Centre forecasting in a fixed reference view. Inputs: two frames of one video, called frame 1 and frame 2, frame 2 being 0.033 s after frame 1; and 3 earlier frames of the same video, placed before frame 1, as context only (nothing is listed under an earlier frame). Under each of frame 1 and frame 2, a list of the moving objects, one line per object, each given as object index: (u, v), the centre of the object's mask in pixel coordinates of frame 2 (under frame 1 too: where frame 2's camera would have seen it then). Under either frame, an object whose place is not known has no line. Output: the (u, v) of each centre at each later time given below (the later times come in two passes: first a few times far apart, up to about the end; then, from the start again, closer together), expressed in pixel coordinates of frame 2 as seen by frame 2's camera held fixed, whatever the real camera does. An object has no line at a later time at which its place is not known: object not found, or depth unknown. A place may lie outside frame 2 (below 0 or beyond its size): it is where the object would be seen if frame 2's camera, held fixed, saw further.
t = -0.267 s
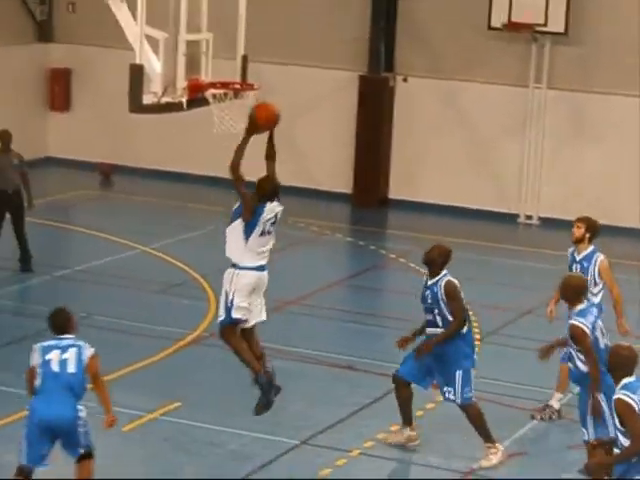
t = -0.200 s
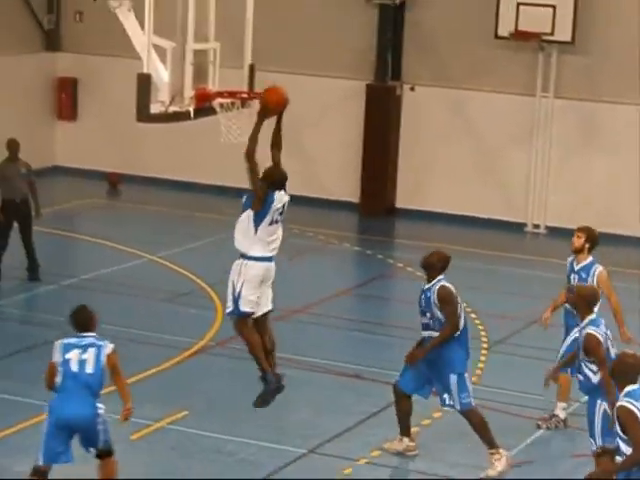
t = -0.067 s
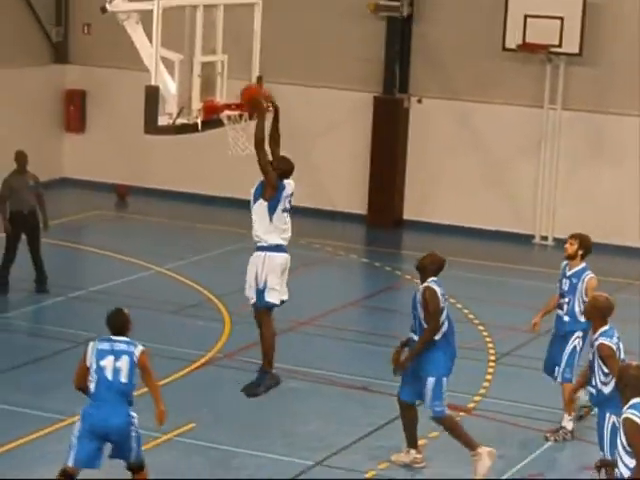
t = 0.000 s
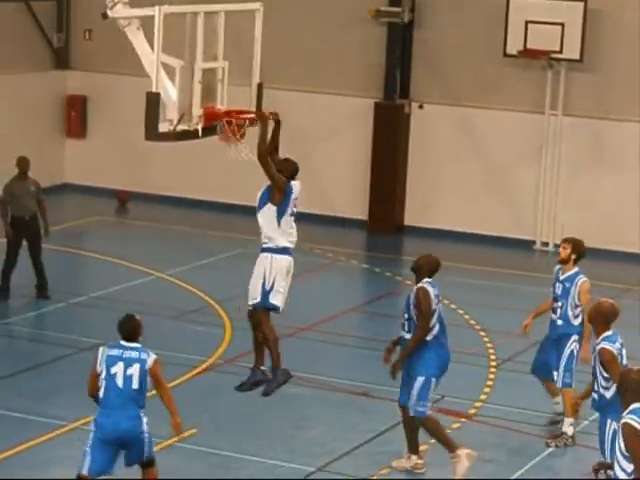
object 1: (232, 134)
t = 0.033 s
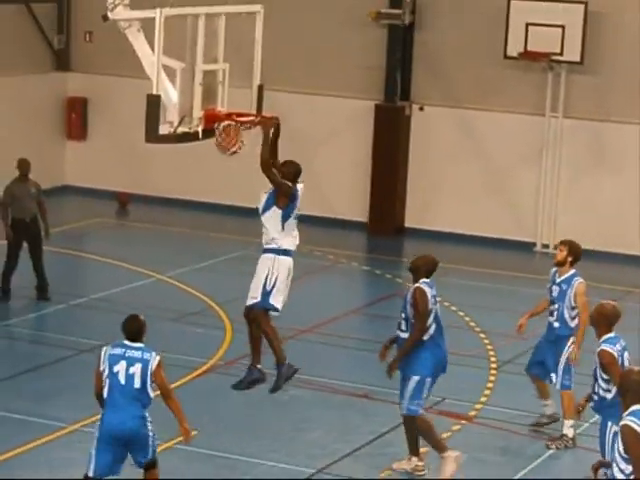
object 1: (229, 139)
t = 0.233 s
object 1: (217, 209)
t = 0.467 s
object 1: (201, 344)
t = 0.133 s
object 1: (224, 170)
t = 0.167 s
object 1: (221, 182)
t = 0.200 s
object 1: (219, 195)
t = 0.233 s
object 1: (217, 209)
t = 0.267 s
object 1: (215, 225)
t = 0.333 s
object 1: (211, 260)
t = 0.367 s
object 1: (209, 278)
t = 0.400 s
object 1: (206, 301)
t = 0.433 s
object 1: (203, 322)
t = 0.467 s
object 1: (201, 344)
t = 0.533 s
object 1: (196, 393)
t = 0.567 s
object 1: (193, 418)
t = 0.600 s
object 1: (190, 446)
